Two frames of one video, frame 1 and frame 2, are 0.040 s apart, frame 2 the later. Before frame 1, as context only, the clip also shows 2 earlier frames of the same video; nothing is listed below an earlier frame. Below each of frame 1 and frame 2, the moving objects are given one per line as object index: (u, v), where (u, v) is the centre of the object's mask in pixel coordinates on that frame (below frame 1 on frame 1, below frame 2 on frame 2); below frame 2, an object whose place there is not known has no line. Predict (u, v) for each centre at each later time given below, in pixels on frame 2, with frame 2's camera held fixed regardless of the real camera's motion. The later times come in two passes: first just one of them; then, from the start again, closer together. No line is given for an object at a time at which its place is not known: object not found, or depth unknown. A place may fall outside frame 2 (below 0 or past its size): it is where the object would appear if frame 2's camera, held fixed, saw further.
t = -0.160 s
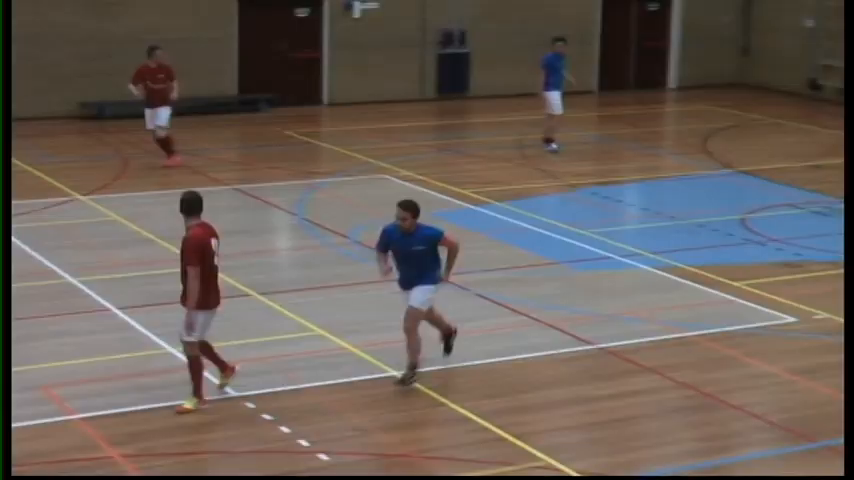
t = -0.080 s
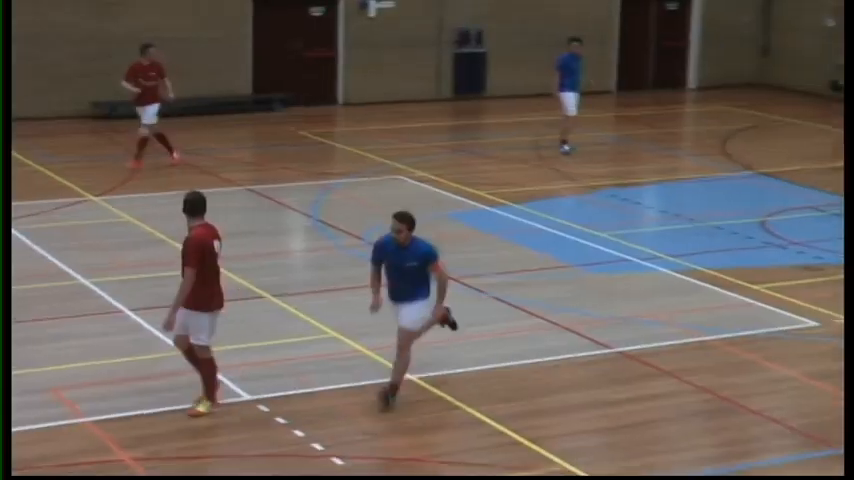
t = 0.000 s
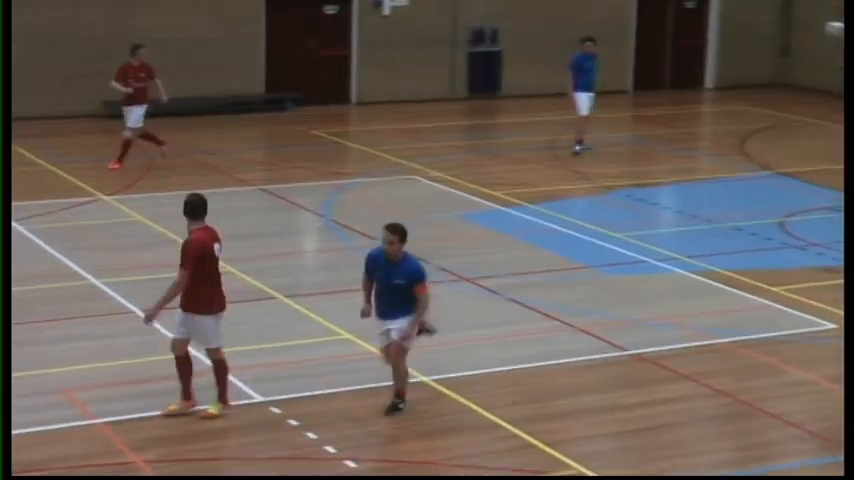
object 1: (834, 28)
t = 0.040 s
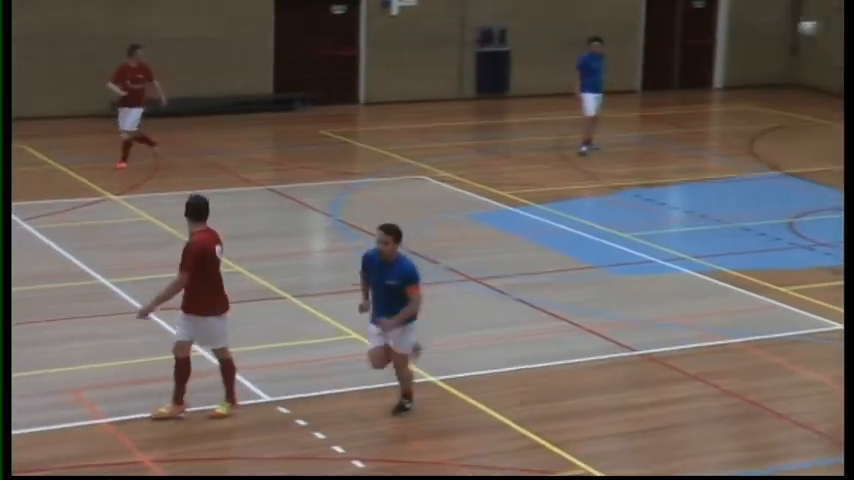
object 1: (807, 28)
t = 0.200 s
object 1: (663, 38)
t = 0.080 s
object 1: (774, 29)
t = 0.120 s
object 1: (738, 30)
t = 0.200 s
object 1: (663, 38)
